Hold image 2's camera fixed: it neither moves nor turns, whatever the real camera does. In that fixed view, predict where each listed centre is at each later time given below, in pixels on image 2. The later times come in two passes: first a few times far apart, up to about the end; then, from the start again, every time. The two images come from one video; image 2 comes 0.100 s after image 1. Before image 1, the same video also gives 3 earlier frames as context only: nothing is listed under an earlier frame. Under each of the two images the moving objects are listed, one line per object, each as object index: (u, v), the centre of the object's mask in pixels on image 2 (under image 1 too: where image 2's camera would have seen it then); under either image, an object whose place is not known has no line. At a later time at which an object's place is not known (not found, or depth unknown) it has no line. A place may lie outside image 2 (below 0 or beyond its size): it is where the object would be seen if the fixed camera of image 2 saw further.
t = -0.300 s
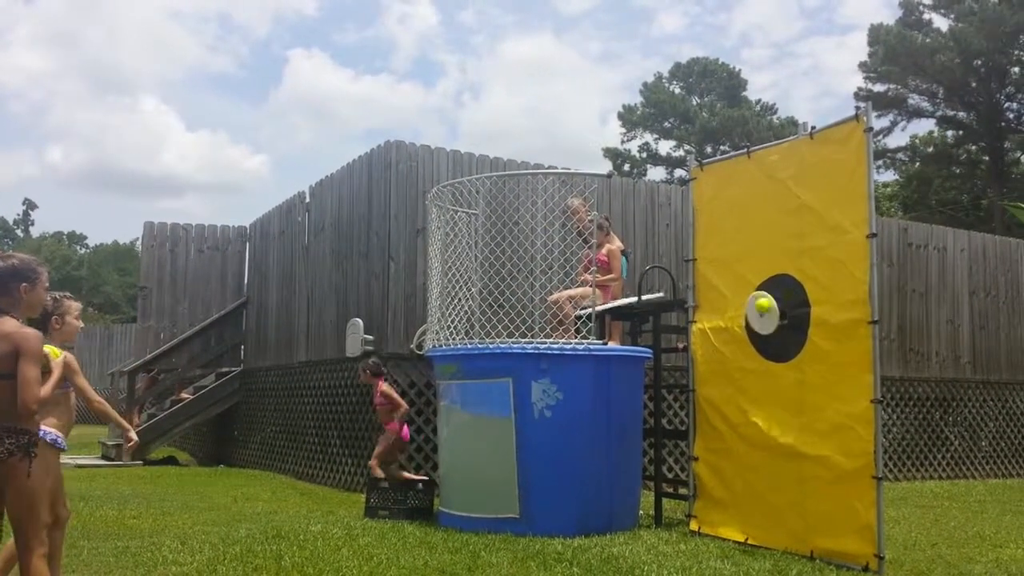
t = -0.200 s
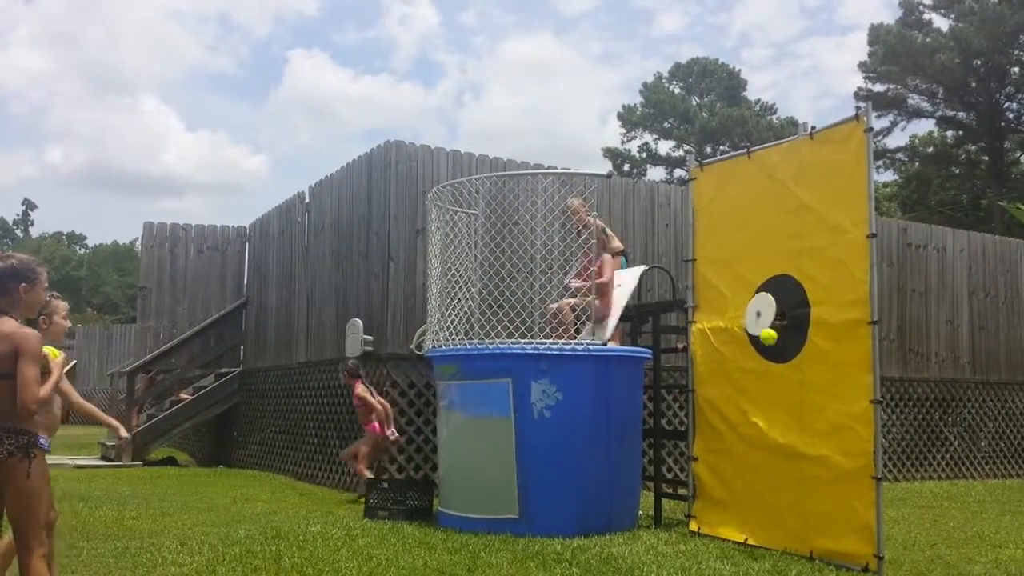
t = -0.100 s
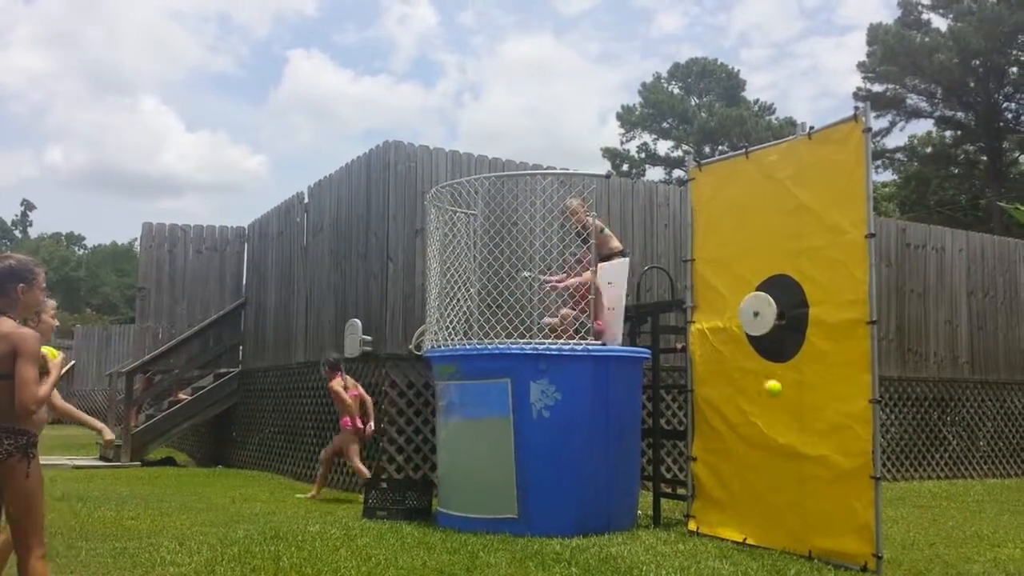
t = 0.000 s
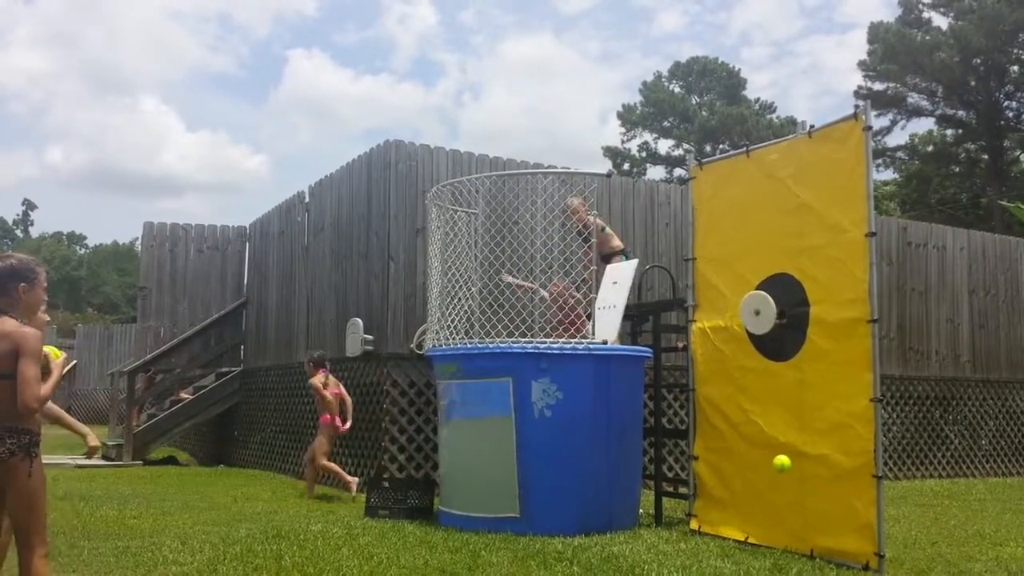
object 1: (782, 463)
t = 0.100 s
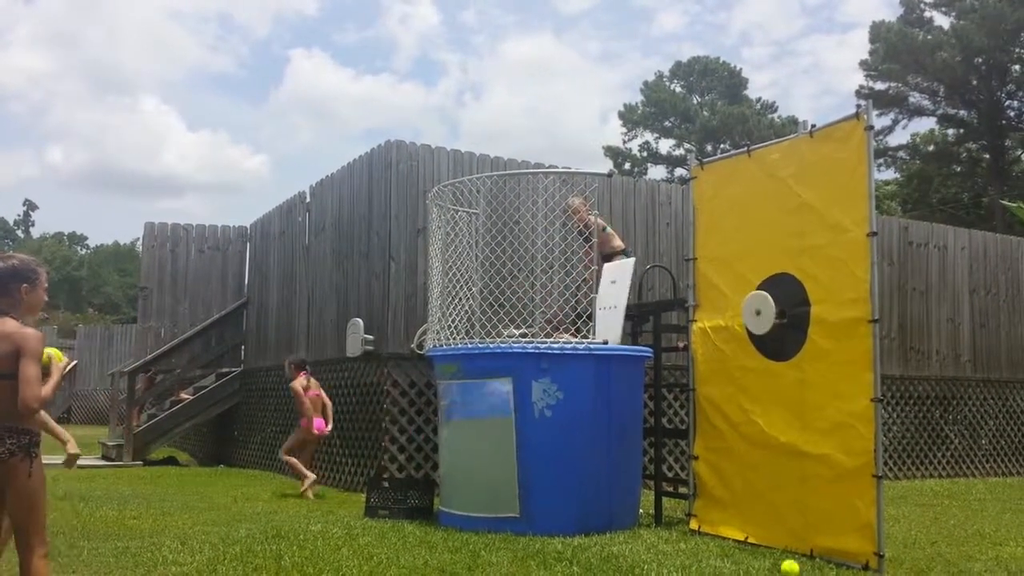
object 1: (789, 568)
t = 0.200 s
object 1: (793, 543)
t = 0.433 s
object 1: (803, 545)
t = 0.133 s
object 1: (790, 564)
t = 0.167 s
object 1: (792, 552)
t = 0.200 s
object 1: (793, 543)
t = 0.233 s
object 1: (794, 538)
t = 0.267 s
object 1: (796, 531)
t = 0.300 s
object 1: (797, 529)
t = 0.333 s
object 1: (798, 529)
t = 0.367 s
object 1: (799, 531)
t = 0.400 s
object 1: (801, 537)
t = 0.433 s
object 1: (803, 545)
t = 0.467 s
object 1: (805, 555)
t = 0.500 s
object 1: (805, 568)
